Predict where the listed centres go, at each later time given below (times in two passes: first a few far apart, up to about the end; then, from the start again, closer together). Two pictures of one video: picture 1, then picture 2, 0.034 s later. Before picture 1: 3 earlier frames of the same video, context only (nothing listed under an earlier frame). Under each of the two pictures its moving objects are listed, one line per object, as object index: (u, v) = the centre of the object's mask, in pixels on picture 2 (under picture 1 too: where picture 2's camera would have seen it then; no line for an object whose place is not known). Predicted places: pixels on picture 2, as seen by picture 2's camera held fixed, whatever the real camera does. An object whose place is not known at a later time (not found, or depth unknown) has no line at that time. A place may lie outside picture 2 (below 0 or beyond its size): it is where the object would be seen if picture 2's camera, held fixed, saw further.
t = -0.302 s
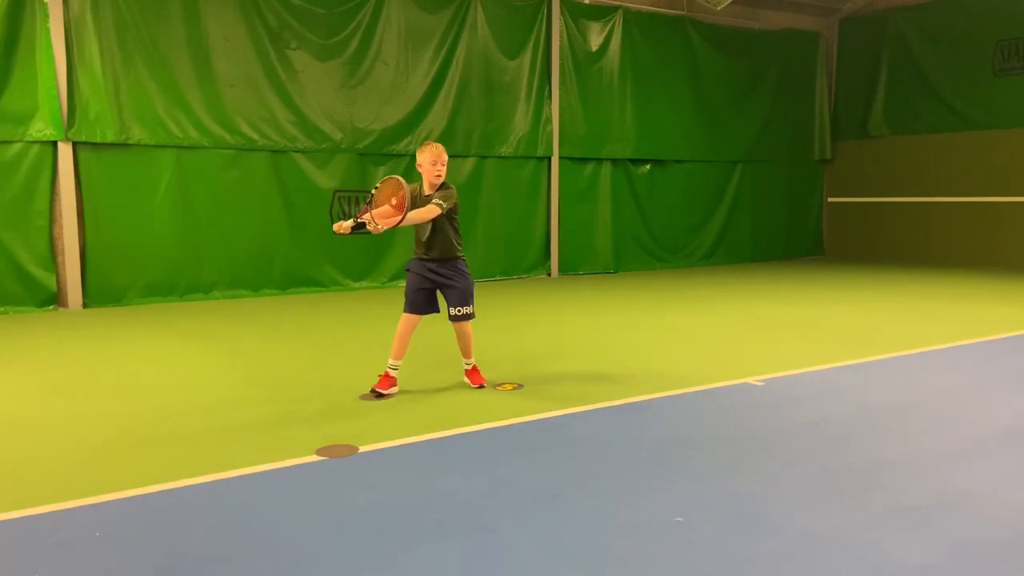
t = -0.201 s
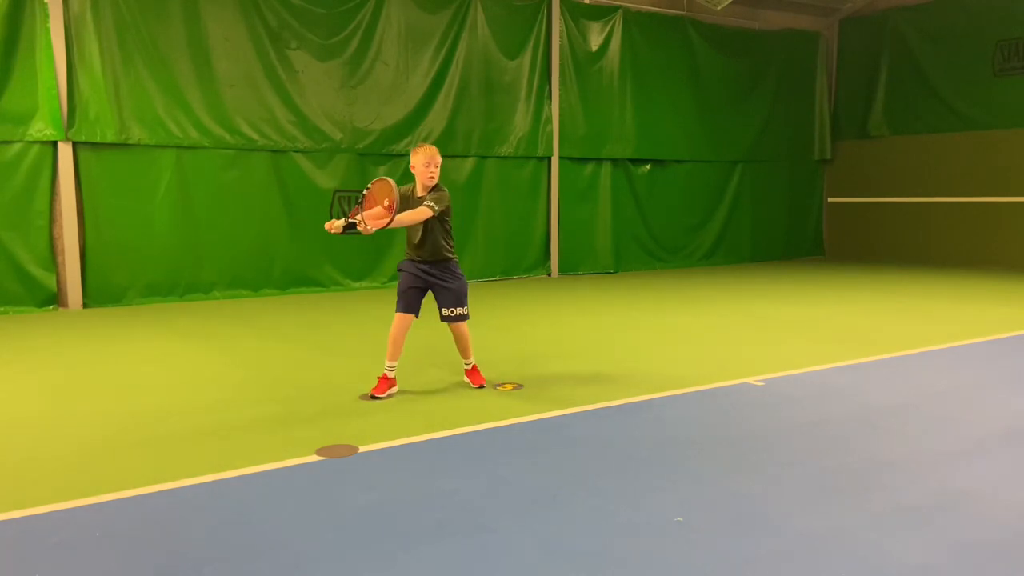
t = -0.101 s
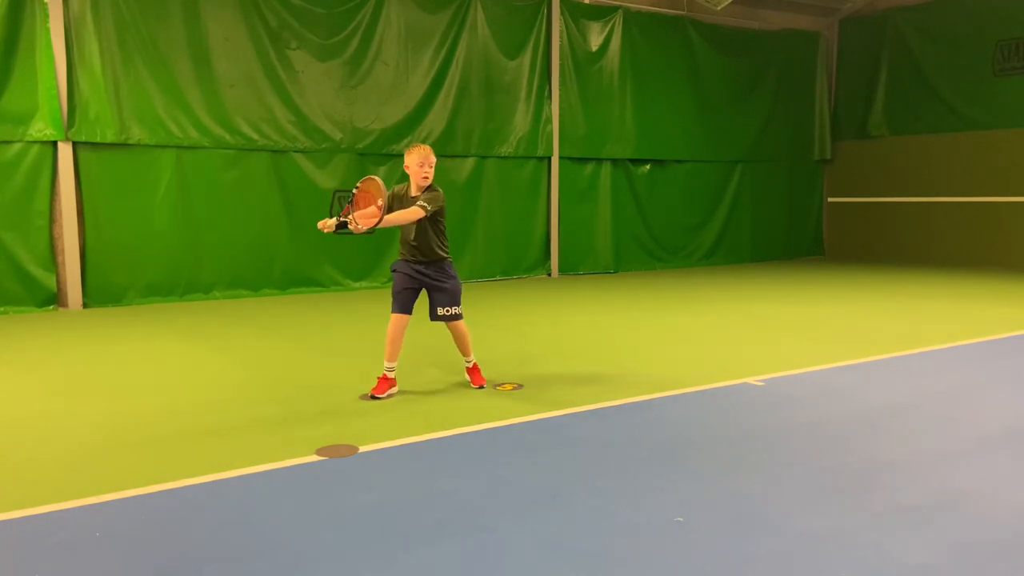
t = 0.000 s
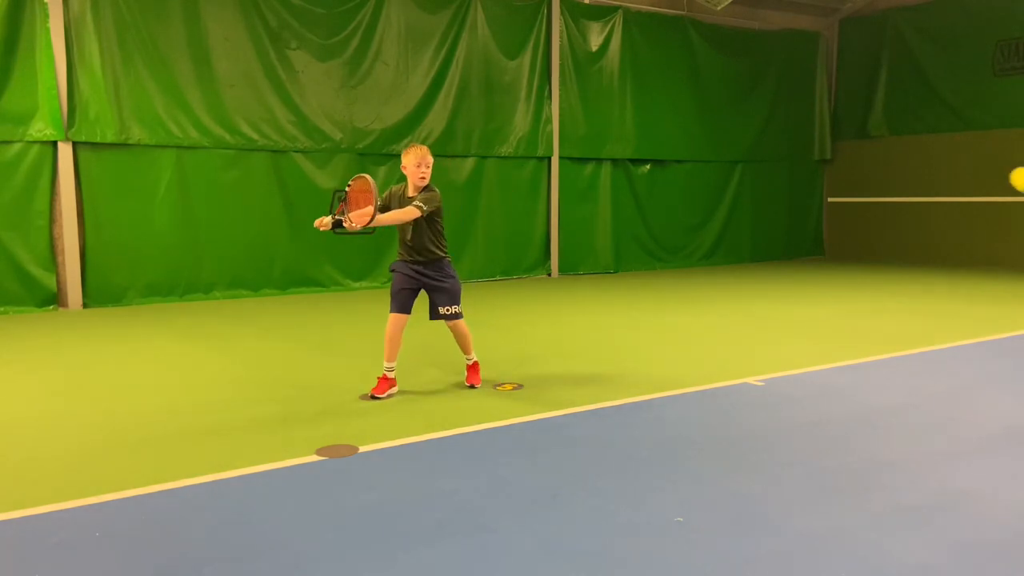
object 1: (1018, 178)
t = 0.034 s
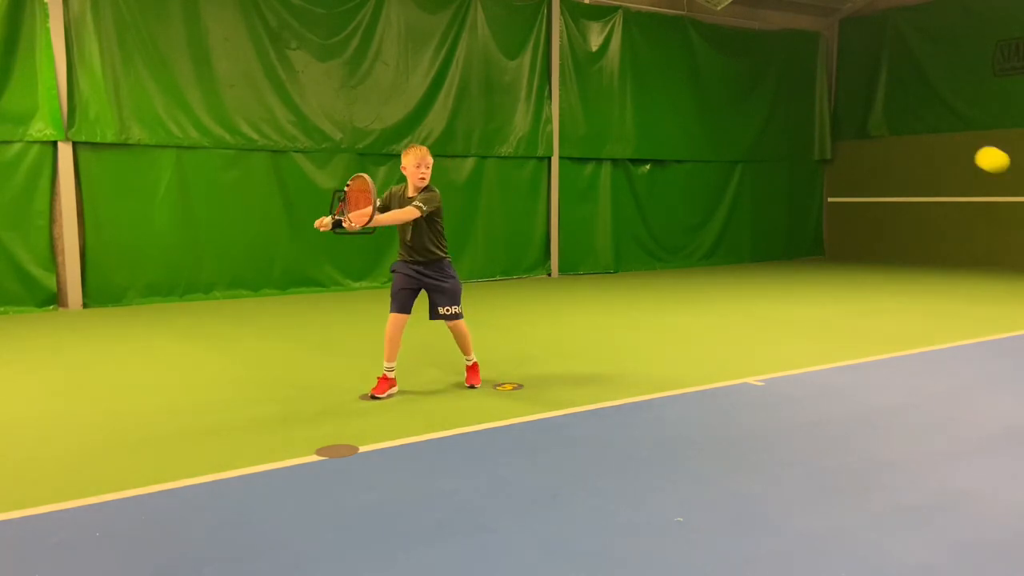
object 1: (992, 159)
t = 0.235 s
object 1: (797, 119)
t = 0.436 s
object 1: (634, 197)
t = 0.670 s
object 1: (482, 393)
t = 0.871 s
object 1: (391, 356)
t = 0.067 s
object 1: (958, 143)
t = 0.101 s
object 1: (924, 130)
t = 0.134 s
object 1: (891, 122)
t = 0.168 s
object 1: (859, 118)
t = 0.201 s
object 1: (828, 117)
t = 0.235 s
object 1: (797, 119)
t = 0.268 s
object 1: (768, 125)
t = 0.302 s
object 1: (739, 134)
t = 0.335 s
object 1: (712, 146)
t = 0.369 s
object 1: (685, 160)
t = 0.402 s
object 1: (659, 177)
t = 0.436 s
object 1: (634, 197)
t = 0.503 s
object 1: (587, 243)
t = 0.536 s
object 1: (564, 270)
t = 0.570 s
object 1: (543, 297)
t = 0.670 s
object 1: (482, 393)
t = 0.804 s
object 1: (418, 406)
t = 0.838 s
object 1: (405, 380)
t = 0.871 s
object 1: (391, 356)
